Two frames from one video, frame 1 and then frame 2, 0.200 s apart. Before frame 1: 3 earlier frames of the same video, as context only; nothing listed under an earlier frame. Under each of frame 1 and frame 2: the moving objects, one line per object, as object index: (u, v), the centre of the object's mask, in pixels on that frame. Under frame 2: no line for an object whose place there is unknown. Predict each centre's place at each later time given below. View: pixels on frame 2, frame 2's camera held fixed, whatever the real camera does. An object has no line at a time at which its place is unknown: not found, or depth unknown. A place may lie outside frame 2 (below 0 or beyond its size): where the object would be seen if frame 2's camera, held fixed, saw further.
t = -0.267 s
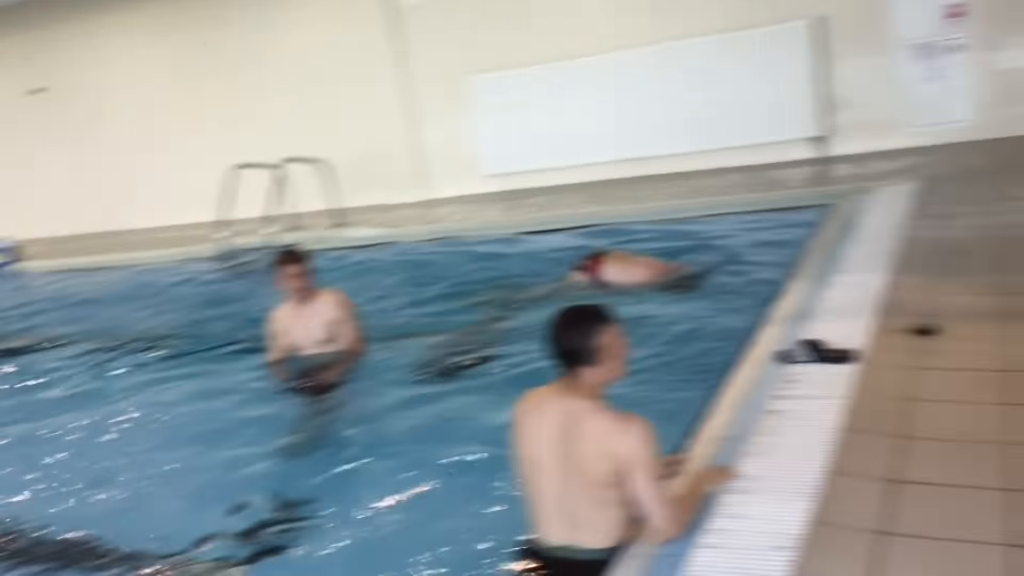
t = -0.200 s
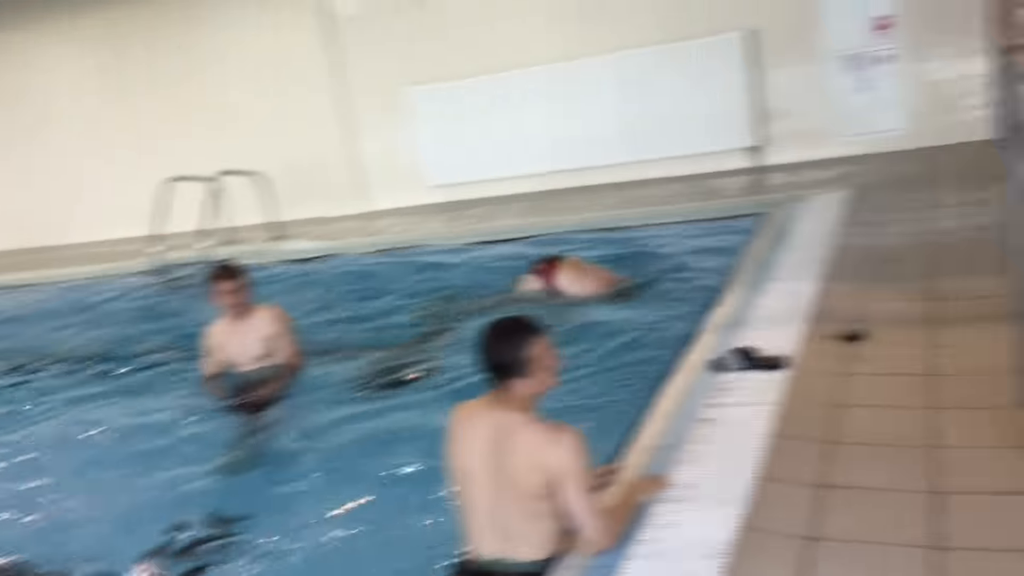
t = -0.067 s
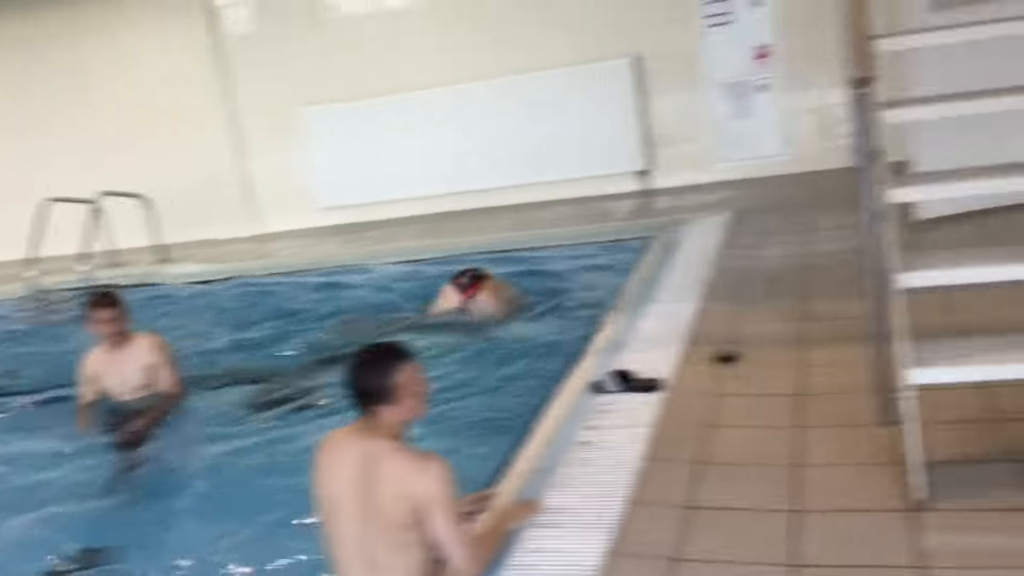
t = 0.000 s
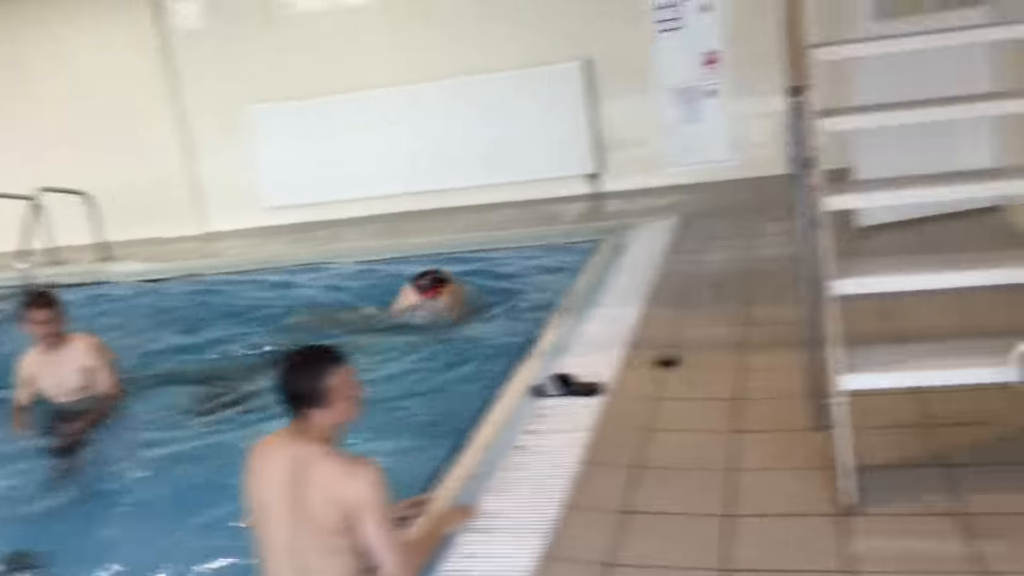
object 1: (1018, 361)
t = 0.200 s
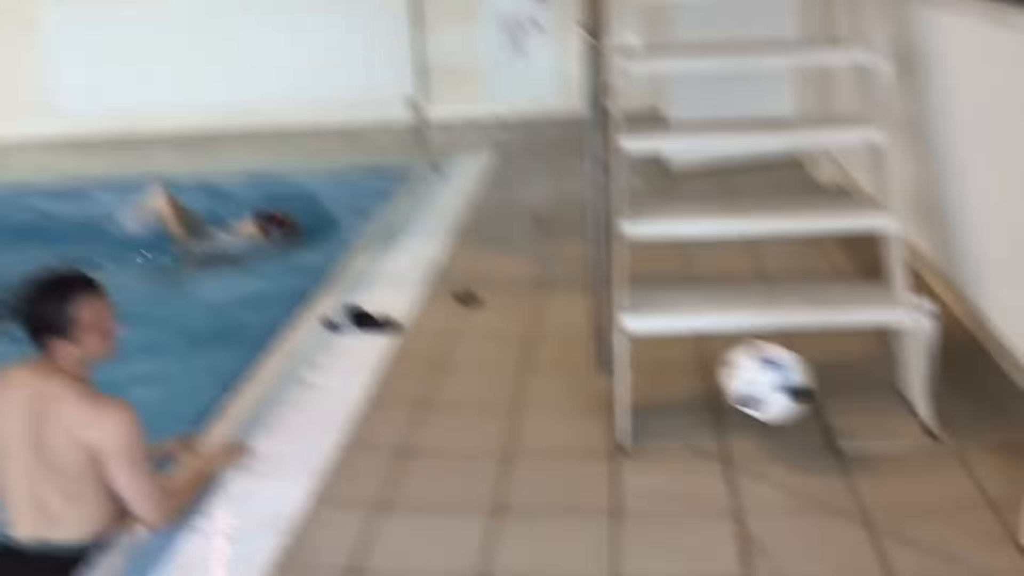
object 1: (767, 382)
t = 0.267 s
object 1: (728, 390)
